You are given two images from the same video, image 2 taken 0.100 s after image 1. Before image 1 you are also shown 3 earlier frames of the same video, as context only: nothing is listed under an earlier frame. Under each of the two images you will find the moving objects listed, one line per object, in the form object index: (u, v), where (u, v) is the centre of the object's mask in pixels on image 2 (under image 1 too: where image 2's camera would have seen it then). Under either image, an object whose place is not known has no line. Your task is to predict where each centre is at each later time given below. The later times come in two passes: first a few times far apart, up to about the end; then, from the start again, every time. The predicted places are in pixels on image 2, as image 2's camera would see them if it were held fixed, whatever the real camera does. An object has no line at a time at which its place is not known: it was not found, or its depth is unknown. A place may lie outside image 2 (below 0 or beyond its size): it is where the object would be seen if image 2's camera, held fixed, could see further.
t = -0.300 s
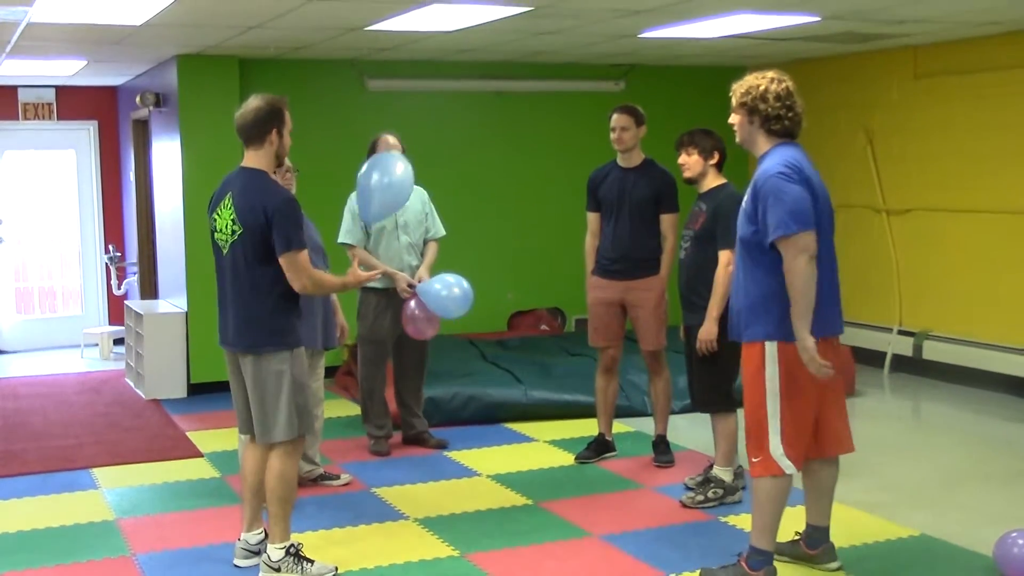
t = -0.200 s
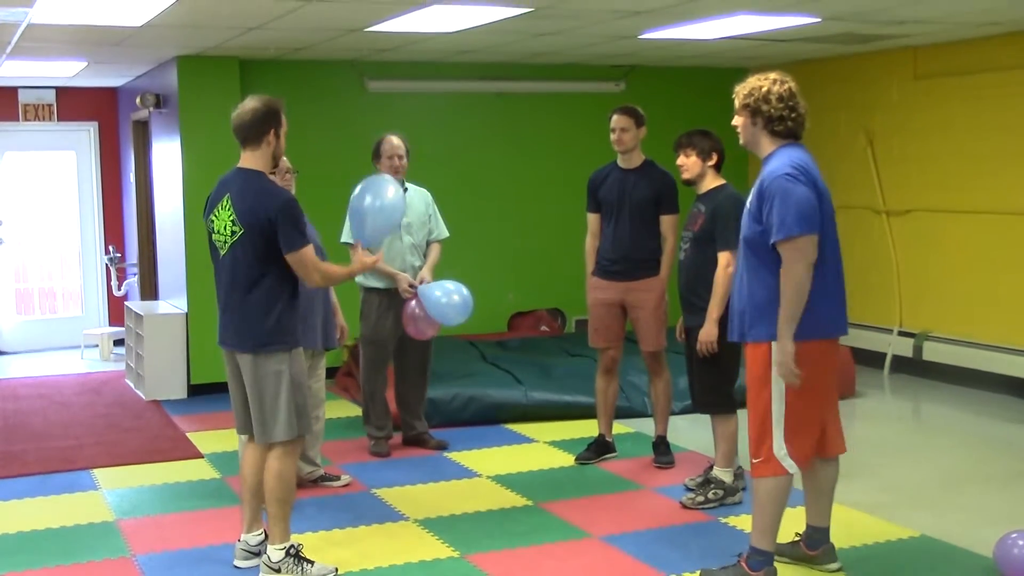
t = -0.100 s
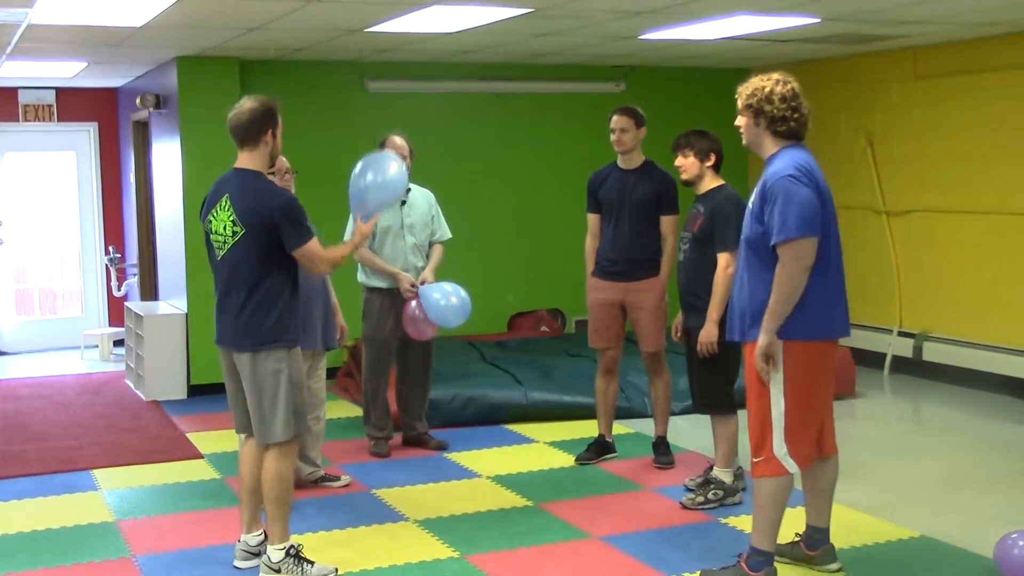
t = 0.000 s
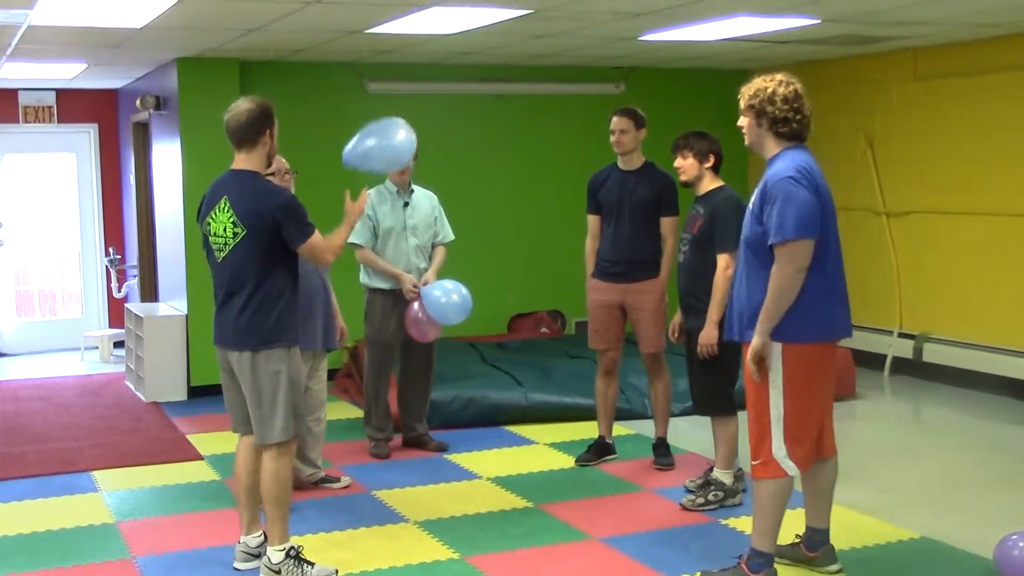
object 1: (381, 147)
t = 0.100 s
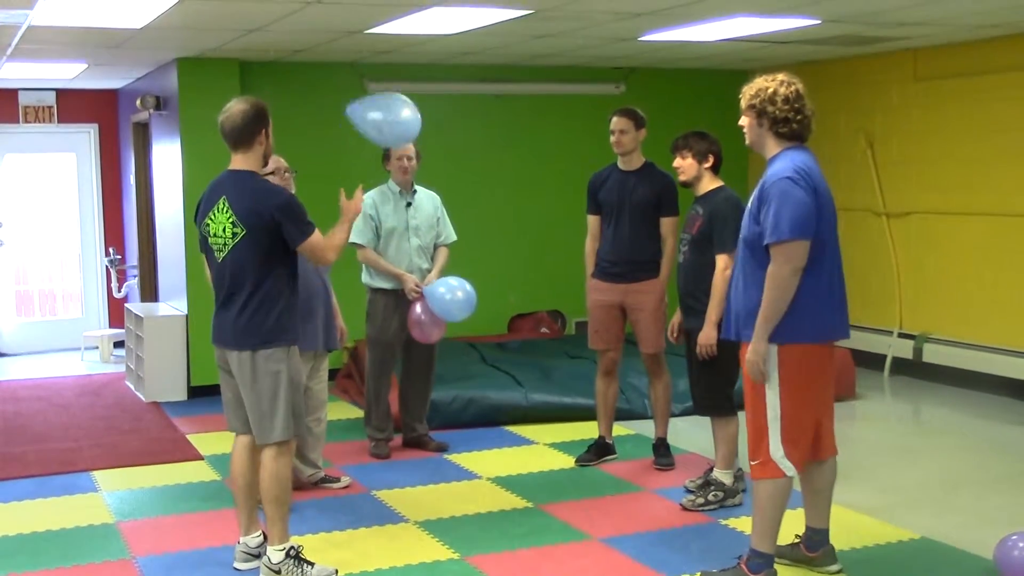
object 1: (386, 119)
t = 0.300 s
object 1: (392, 84)
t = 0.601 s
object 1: (399, 69)
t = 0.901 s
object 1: (398, 86)
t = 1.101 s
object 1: (399, 115)
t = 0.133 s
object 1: (387, 111)
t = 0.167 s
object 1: (388, 105)
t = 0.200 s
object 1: (389, 98)
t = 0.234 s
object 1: (390, 93)
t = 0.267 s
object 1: (391, 88)
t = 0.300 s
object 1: (392, 84)
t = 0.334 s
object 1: (393, 81)
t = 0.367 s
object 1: (394, 78)
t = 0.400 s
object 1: (395, 75)
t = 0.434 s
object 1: (396, 73)
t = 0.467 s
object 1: (396, 71)
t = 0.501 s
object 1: (397, 70)
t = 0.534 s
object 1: (398, 69)
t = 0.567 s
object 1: (398, 69)
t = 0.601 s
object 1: (399, 69)
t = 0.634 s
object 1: (399, 69)
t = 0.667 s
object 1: (399, 70)
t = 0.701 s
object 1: (399, 71)
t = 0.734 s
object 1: (399, 72)
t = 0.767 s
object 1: (398, 74)
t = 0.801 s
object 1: (398, 77)
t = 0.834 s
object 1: (398, 80)
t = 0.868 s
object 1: (398, 83)
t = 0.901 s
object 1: (398, 86)
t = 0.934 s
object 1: (399, 90)
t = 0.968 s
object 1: (399, 95)
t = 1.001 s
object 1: (399, 99)
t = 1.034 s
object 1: (399, 104)
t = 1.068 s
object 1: (399, 109)
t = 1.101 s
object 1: (399, 115)
